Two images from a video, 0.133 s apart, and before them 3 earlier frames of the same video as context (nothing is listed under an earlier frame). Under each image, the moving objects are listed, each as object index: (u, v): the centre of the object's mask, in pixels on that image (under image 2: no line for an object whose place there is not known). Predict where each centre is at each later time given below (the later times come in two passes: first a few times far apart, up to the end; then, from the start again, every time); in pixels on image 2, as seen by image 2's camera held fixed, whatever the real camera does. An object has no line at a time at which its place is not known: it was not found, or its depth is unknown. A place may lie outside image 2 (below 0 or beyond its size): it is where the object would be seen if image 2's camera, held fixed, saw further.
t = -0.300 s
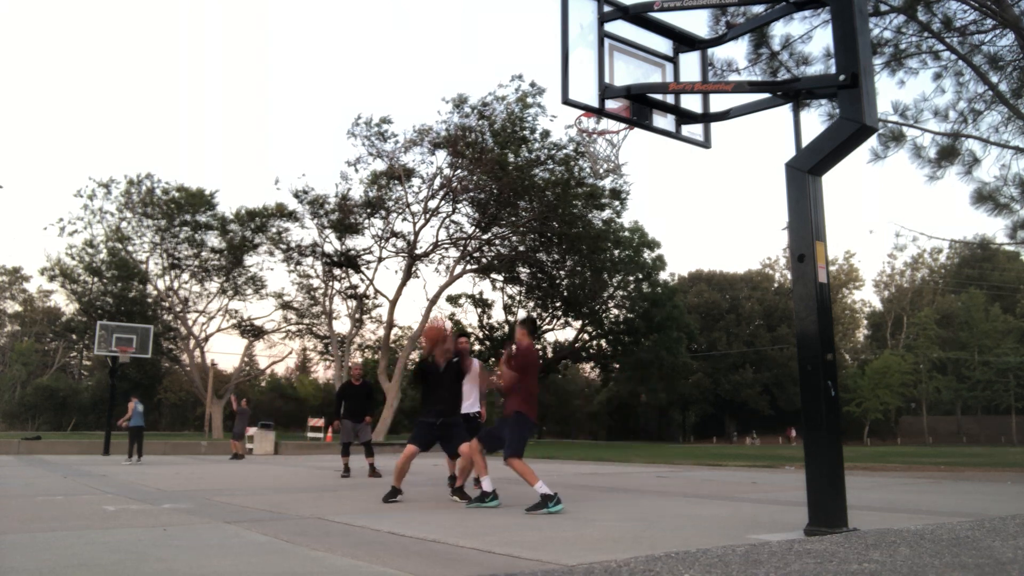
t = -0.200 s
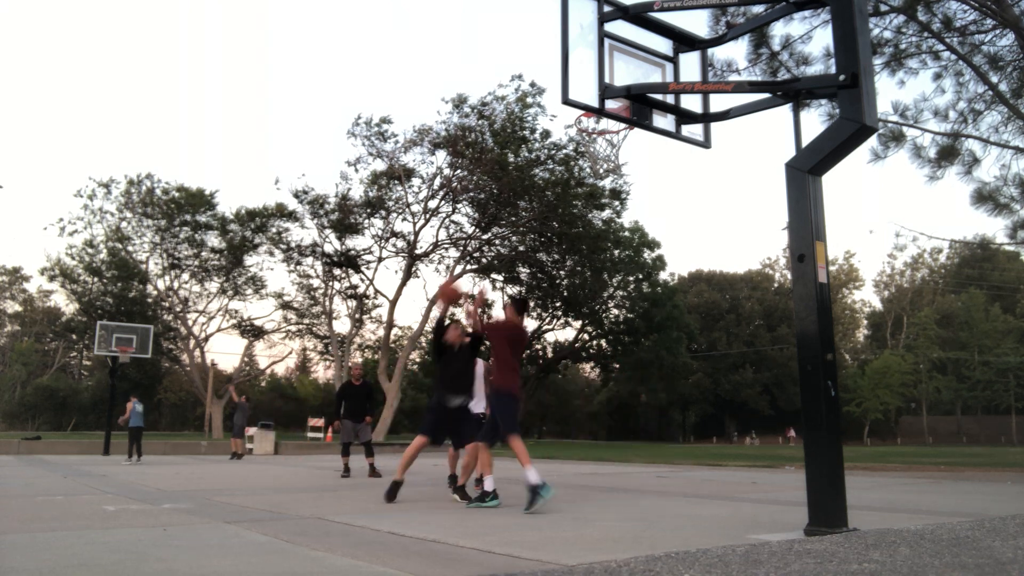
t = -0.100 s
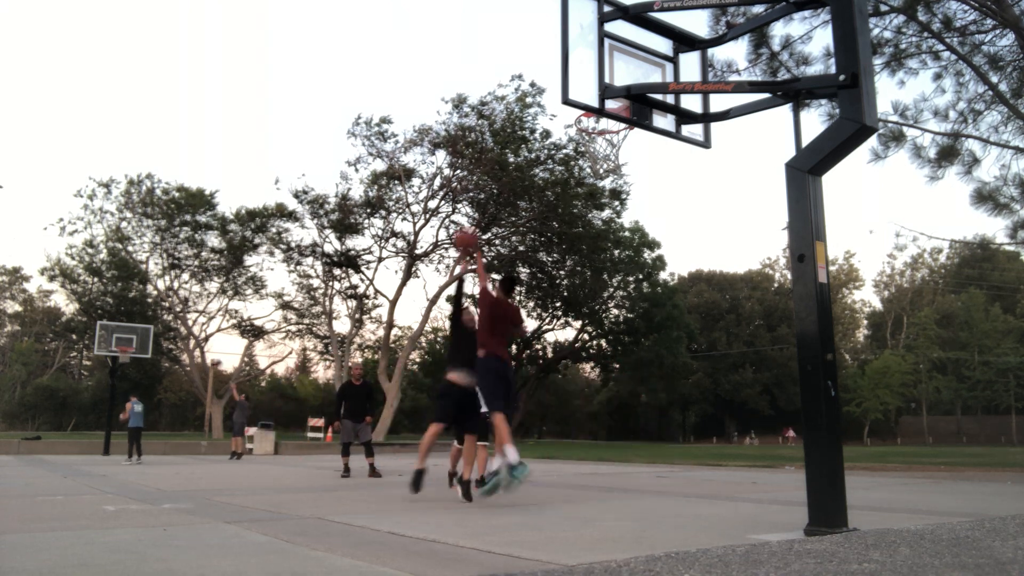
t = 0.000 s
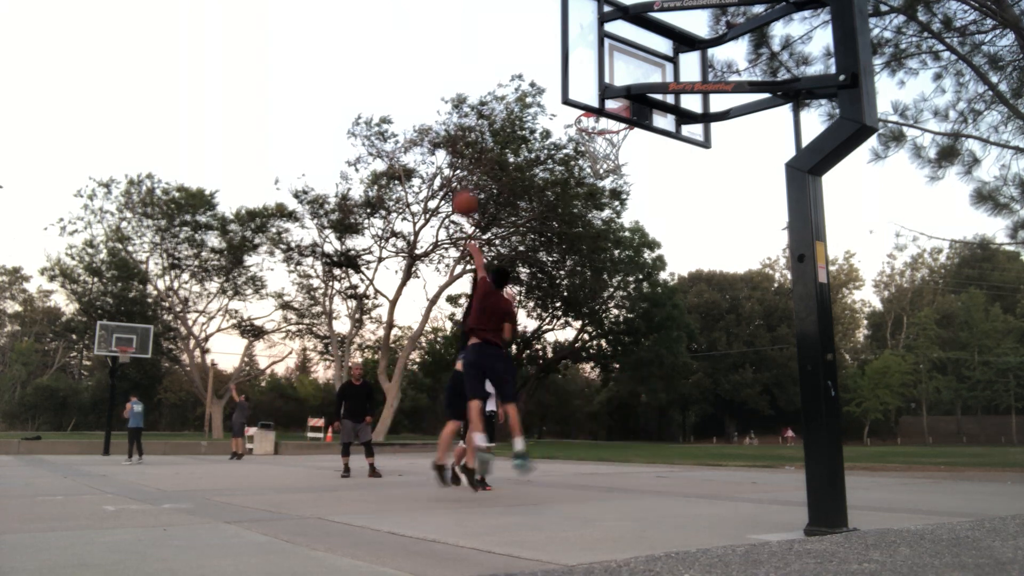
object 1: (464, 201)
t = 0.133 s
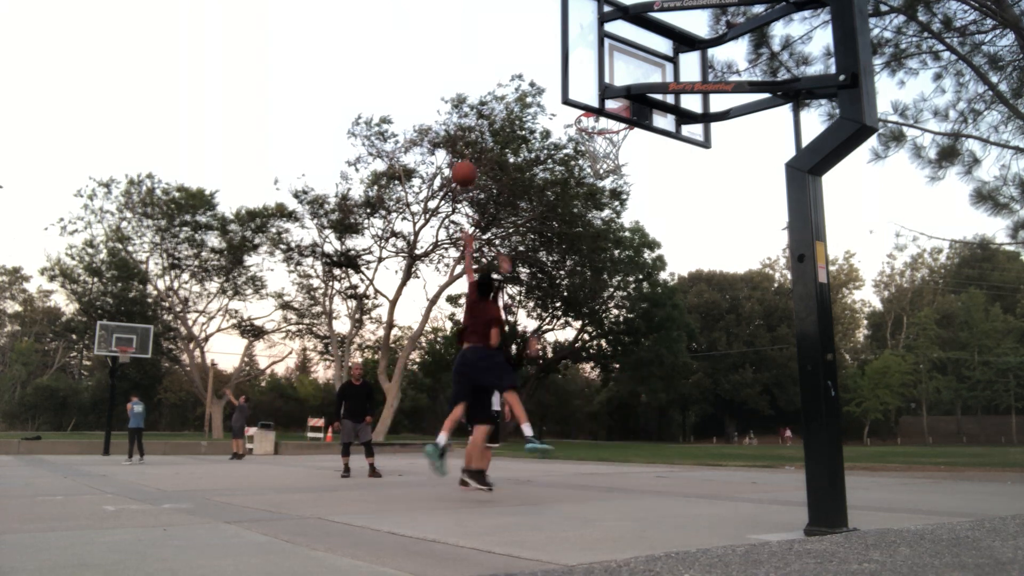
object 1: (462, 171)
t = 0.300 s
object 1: (460, 159)
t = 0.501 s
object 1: (457, 180)
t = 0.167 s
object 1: (461, 165)
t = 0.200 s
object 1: (461, 163)
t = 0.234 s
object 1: (461, 160)
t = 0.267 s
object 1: (461, 159)
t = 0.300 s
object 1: (460, 159)
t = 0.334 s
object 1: (460, 159)
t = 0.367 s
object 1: (459, 162)
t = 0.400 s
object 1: (459, 164)
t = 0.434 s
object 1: (458, 168)
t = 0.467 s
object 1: (457, 174)
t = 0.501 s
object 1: (457, 180)
